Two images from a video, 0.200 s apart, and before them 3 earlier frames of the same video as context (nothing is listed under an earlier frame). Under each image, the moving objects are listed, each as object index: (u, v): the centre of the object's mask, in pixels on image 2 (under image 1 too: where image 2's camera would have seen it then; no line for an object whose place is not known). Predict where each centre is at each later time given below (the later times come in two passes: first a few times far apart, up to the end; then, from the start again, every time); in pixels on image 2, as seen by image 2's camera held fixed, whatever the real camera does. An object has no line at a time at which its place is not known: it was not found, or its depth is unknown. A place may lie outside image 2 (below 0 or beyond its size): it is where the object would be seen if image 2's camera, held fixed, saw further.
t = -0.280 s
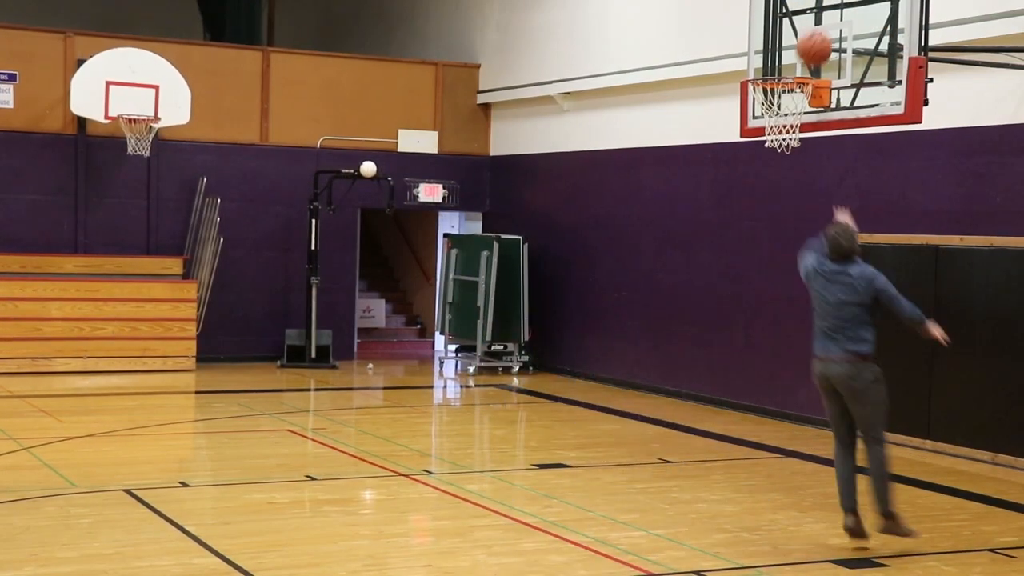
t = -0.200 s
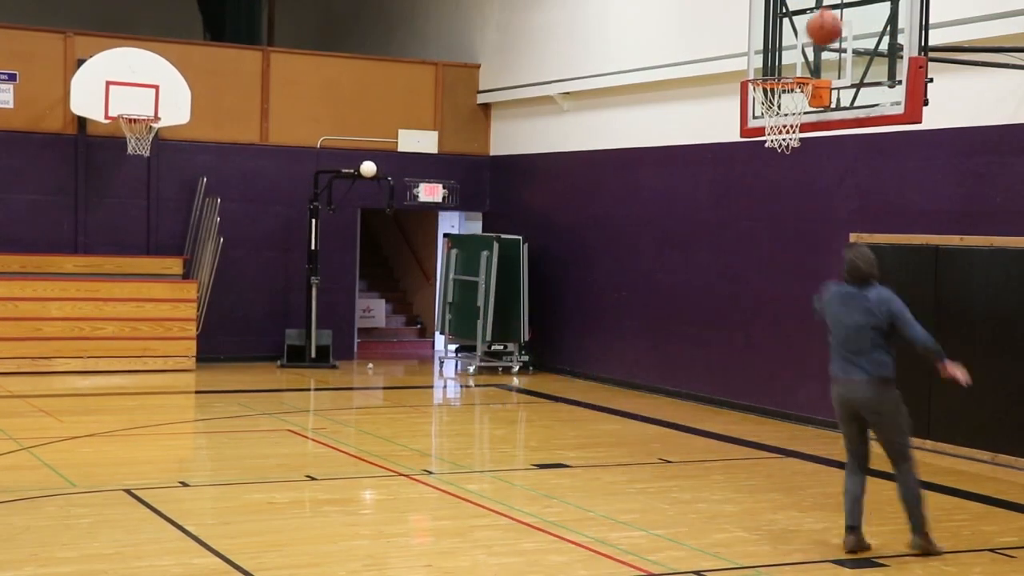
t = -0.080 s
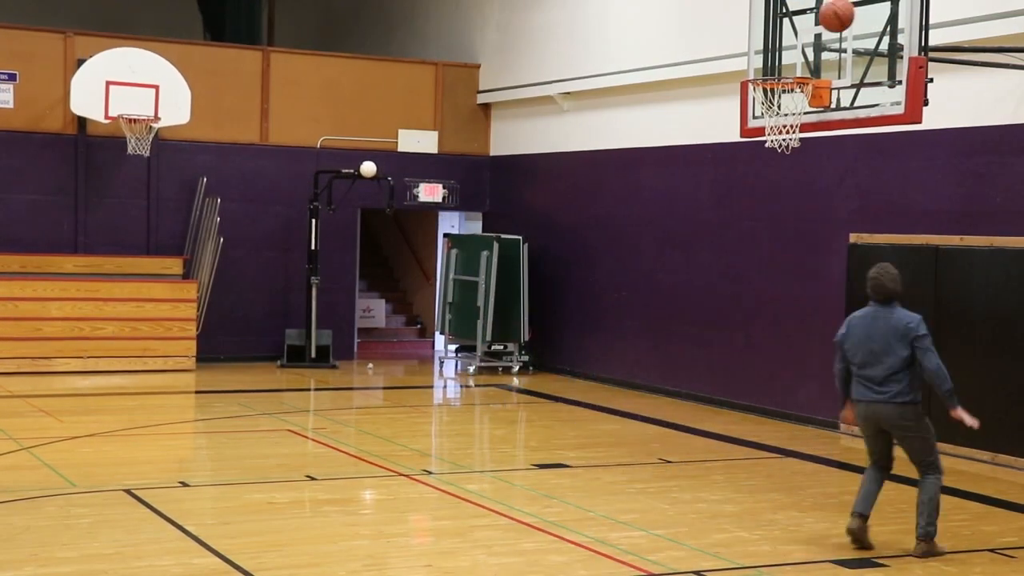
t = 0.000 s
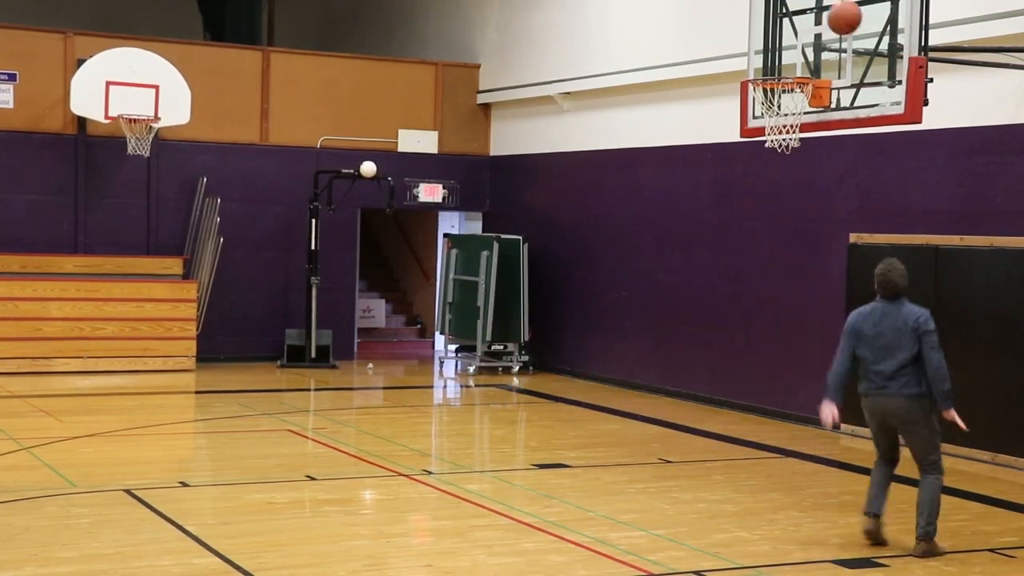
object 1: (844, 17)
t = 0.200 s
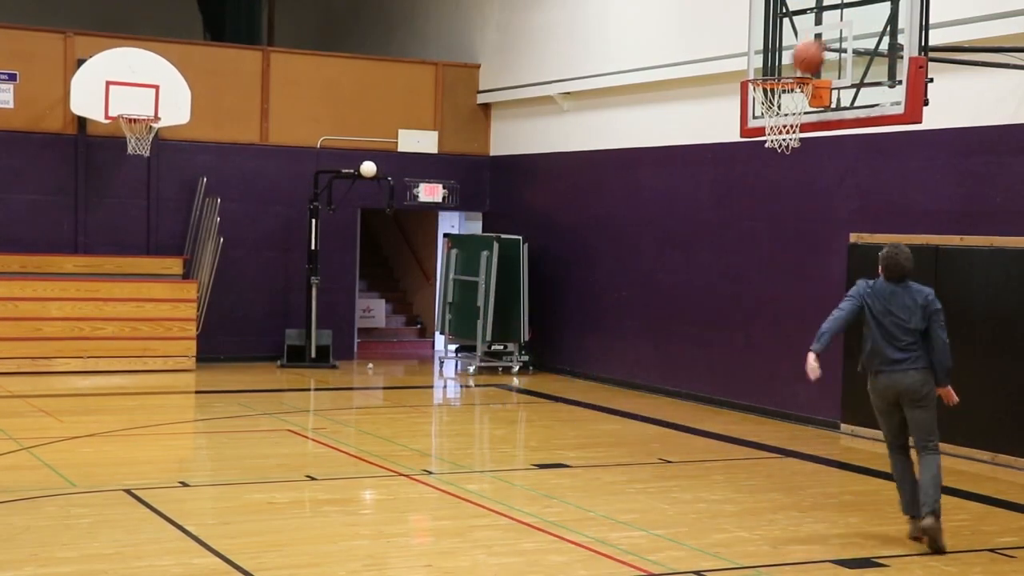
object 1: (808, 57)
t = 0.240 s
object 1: (802, 57)
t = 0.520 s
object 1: (769, 63)
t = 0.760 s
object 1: (735, 164)
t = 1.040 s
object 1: (693, 390)
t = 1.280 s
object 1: (665, 418)
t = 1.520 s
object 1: (643, 292)
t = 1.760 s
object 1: (617, 248)
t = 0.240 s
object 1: (802, 57)
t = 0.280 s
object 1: (798, 51)
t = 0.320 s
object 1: (793, 47)
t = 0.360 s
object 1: (789, 45)
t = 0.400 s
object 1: (783, 46)
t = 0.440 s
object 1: (779, 50)
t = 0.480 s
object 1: (774, 56)
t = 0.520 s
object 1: (769, 63)
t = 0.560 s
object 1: (764, 73)
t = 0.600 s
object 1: (757, 85)
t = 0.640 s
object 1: (752, 101)
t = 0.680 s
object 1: (746, 118)
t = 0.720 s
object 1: (739, 143)
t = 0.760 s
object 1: (735, 164)
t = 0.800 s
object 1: (729, 188)
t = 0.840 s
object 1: (723, 215)
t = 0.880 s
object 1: (717, 246)
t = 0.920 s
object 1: (711, 279)
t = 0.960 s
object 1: (704, 314)
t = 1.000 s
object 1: (698, 352)
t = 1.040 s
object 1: (693, 390)
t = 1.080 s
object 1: (686, 434)
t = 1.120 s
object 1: (681, 483)
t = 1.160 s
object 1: (675, 514)
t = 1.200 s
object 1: (671, 480)
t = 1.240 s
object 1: (668, 446)
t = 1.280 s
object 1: (665, 418)
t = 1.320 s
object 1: (662, 390)
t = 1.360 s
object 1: (658, 367)
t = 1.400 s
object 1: (655, 346)
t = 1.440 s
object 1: (651, 326)
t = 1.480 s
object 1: (647, 307)
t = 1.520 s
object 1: (643, 292)
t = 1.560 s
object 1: (639, 279)
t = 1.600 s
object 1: (635, 267)
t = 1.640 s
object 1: (630, 259)
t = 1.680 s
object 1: (626, 253)
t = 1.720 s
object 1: (621, 250)
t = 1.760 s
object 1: (617, 248)
